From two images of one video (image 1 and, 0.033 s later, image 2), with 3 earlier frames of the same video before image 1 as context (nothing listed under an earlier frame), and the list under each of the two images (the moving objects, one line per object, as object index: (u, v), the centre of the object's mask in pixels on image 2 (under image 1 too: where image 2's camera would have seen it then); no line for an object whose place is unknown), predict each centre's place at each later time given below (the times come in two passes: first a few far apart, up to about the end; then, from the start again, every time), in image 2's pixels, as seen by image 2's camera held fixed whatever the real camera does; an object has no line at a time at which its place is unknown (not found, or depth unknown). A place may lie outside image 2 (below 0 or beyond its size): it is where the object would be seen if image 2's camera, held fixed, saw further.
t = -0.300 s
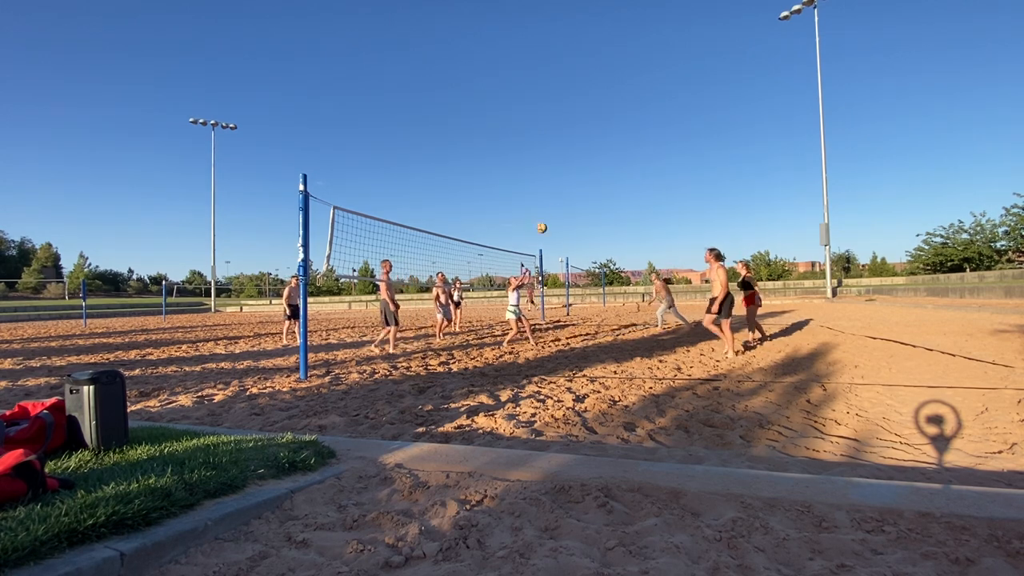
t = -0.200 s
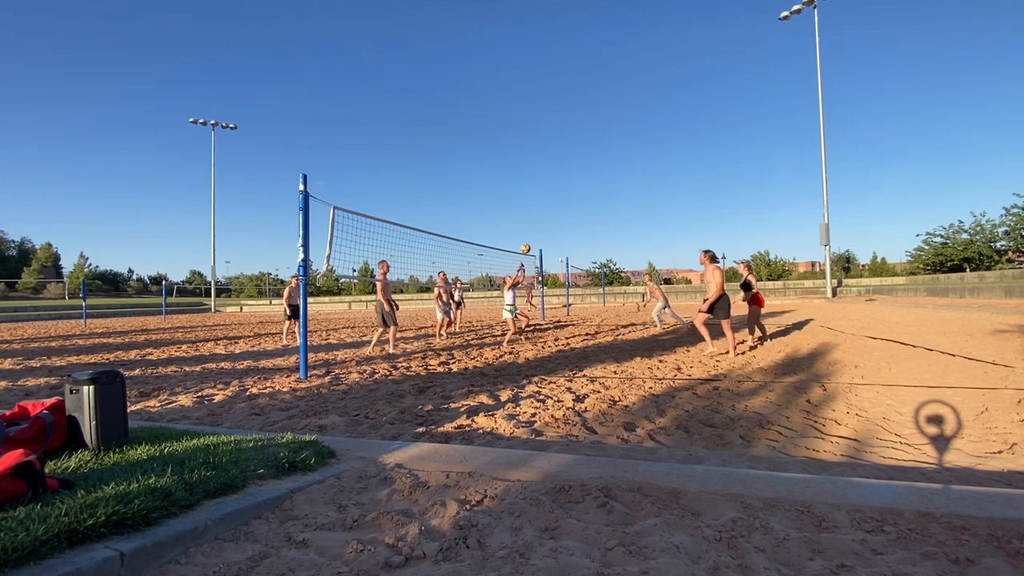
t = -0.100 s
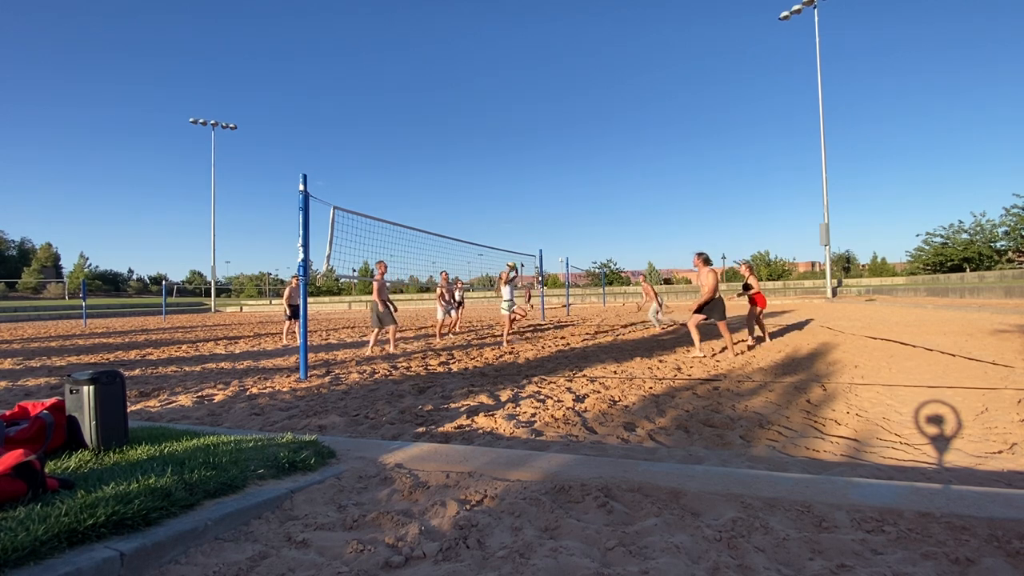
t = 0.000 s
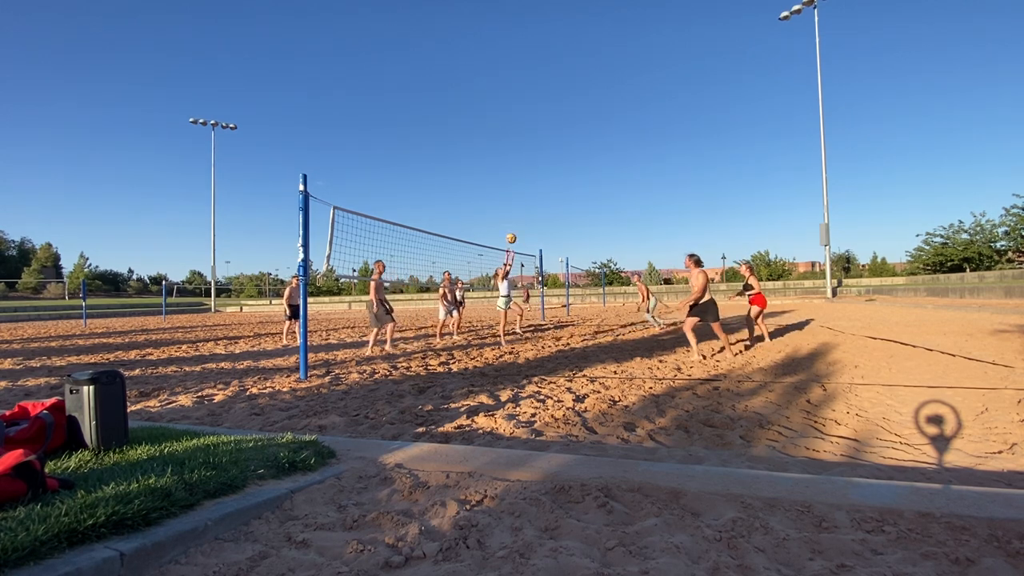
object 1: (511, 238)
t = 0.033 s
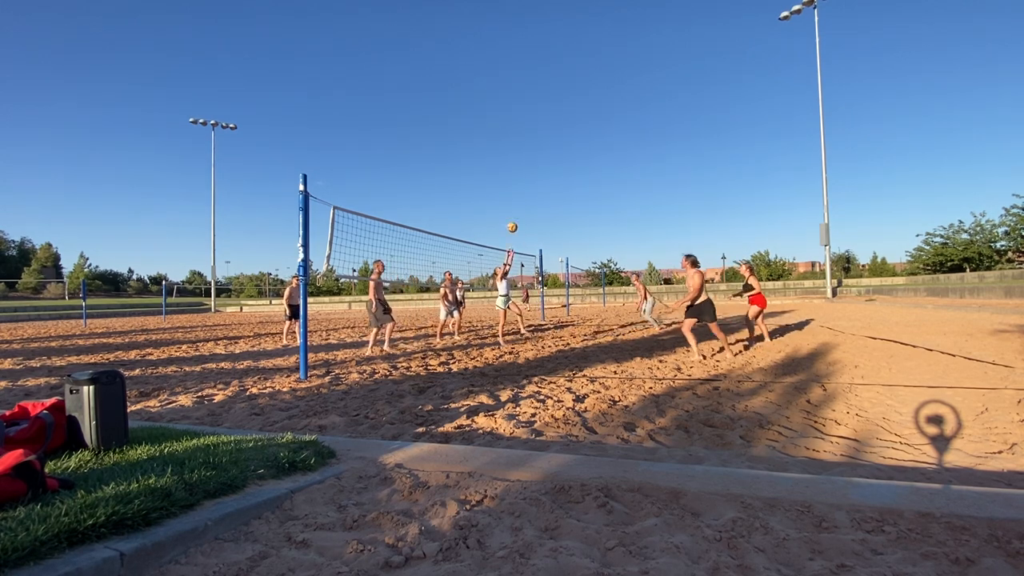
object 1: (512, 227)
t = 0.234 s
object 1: (518, 170)
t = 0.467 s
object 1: (525, 127)
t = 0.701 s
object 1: (534, 111)
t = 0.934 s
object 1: (544, 123)
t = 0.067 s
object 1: (513, 216)
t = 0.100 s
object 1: (514, 206)
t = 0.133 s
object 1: (515, 197)
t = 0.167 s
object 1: (516, 187)
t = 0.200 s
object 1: (517, 178)
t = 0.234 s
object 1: (518, 170)
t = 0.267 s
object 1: (519, 163)
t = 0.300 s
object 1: (520, 156)
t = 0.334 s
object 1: (521, 149)
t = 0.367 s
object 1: (522, 143)
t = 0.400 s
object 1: (523, 137)
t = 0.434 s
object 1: (524, 132)
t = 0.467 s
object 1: (525, 127)
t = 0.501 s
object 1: (527, 123)
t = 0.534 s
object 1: (528, 120)
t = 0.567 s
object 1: (529, 117)
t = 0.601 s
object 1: (530, 115)
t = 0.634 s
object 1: (531, 113)
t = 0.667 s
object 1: (533, 111)
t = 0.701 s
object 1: (534, 111)
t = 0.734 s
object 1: (535, 111)
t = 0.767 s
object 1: (537, 111)
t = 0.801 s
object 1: (538, 112)
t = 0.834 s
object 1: (539, 114)
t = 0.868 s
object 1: (541, 116)
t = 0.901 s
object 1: (542, 119)
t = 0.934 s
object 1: (544, 123)
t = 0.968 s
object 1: (545, 127)
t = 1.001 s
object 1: (546, 132)
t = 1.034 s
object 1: (548, 137)
